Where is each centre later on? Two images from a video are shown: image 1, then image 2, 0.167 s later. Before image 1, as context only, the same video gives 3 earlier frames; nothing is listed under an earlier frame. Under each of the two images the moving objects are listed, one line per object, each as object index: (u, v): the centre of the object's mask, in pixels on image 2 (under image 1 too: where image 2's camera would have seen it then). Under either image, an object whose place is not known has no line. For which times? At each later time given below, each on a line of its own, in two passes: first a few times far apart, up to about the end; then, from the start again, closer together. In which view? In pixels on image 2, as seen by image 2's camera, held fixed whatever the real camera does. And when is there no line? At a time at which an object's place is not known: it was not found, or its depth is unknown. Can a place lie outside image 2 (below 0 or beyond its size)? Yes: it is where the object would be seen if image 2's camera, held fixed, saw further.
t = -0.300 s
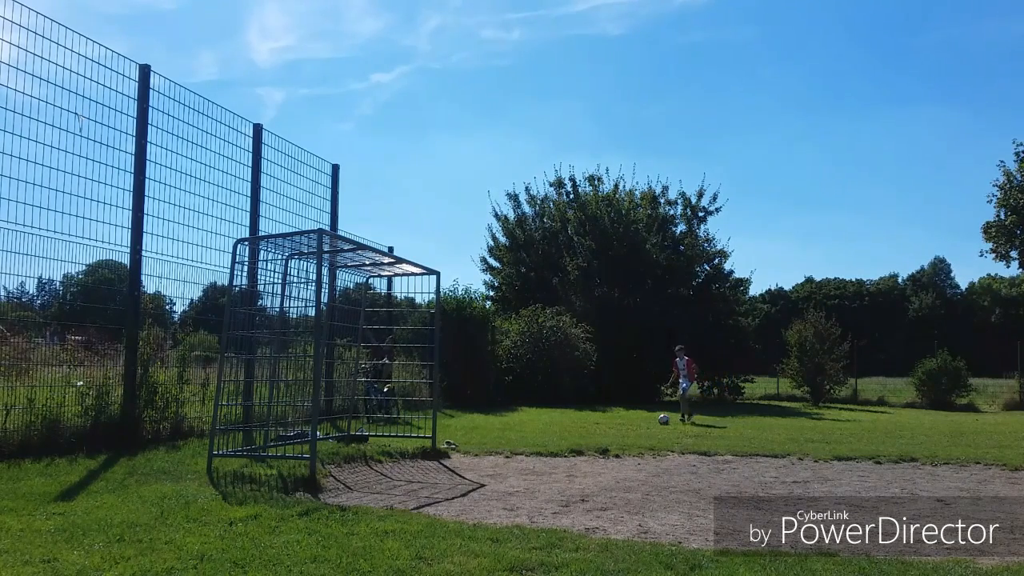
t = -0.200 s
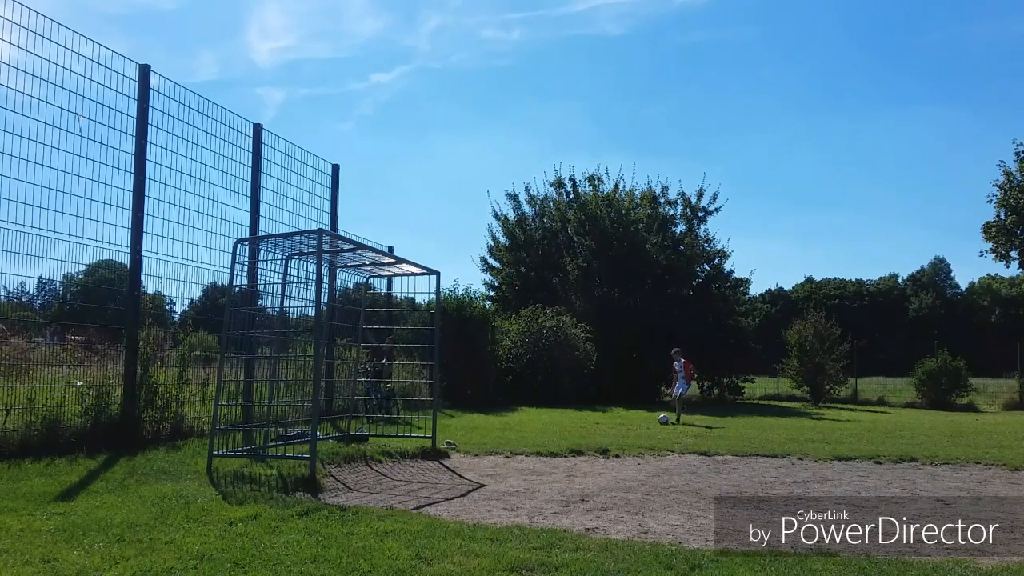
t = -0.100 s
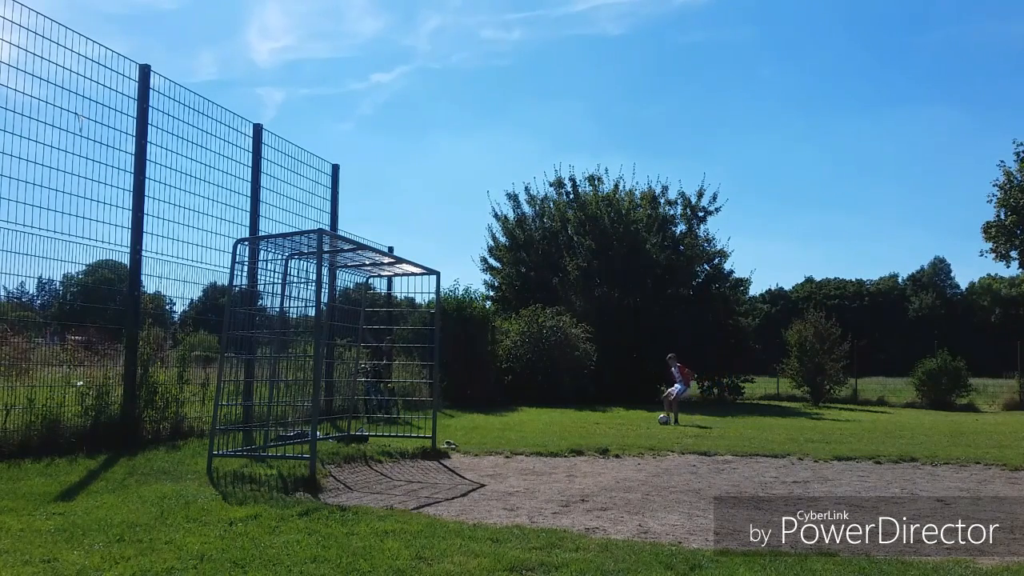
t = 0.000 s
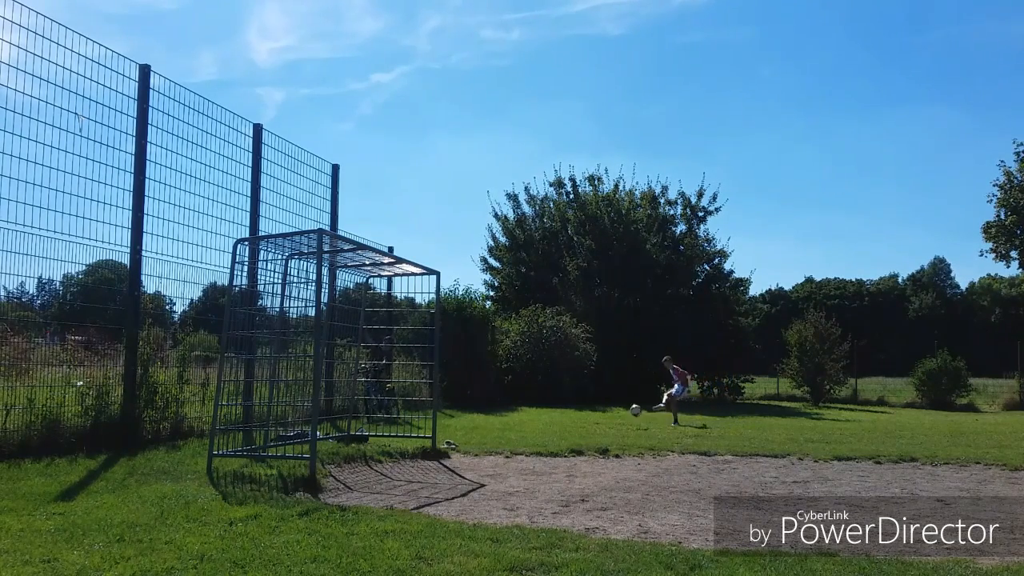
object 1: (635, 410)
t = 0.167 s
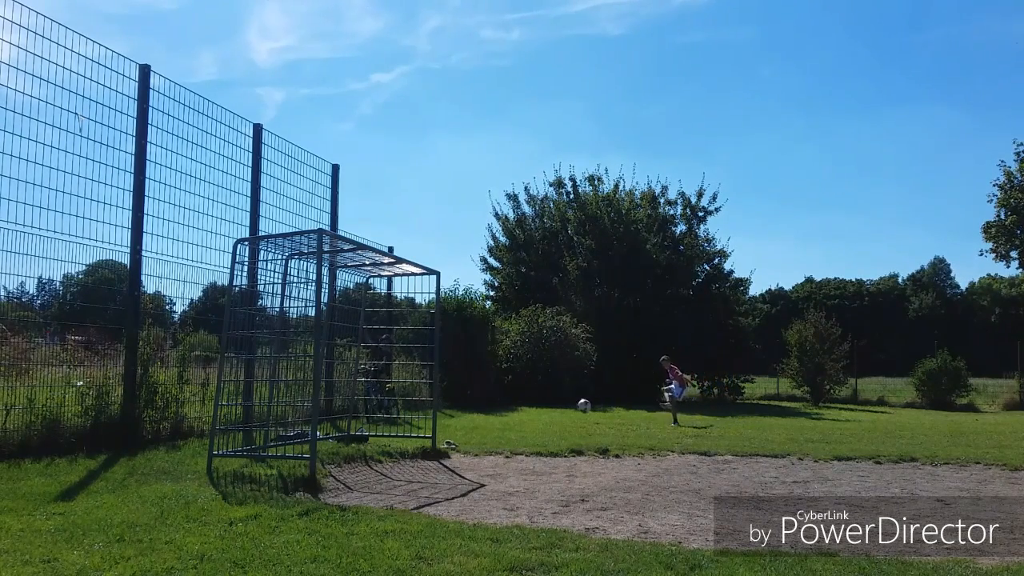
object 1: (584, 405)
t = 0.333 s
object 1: (520, 422)
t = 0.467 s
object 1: (461, 434)
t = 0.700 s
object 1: (440, 431)
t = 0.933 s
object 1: (426, 476)
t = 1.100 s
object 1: (400, 454)
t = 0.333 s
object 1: (520, 422)
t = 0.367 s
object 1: (505, 429)
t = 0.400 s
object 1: (490, 437)
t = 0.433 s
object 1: (475, 438)
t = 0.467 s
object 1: (461, 434)
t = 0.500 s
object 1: (448, 430)
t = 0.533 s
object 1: (442, 426)
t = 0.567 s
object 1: (442, 425)
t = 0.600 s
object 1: (442, 425)
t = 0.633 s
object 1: (441, 426)
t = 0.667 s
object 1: (441, 427)
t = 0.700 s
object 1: (440, 431)
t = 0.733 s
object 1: (439, 437)
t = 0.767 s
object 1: (438, 445)
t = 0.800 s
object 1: (437, 452)
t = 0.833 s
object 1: (435, 464)
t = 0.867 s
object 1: (434, 478)
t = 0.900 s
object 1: (431, 484)
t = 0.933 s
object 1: (426, 476)
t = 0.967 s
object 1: (422, 470)
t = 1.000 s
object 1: (417, 463)
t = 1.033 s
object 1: (411, 459)
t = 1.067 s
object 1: (405, 457)
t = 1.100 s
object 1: (400, 454)
